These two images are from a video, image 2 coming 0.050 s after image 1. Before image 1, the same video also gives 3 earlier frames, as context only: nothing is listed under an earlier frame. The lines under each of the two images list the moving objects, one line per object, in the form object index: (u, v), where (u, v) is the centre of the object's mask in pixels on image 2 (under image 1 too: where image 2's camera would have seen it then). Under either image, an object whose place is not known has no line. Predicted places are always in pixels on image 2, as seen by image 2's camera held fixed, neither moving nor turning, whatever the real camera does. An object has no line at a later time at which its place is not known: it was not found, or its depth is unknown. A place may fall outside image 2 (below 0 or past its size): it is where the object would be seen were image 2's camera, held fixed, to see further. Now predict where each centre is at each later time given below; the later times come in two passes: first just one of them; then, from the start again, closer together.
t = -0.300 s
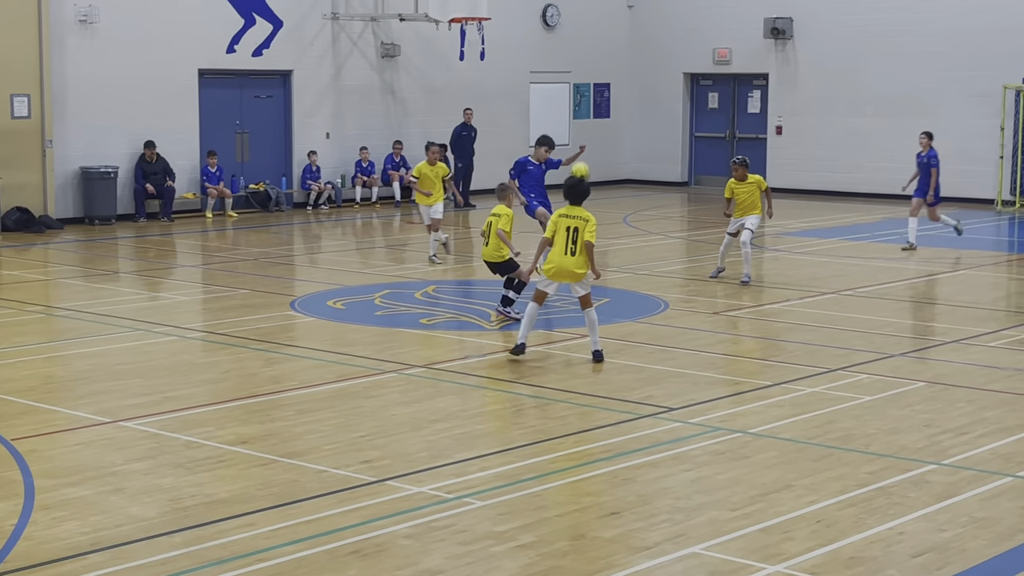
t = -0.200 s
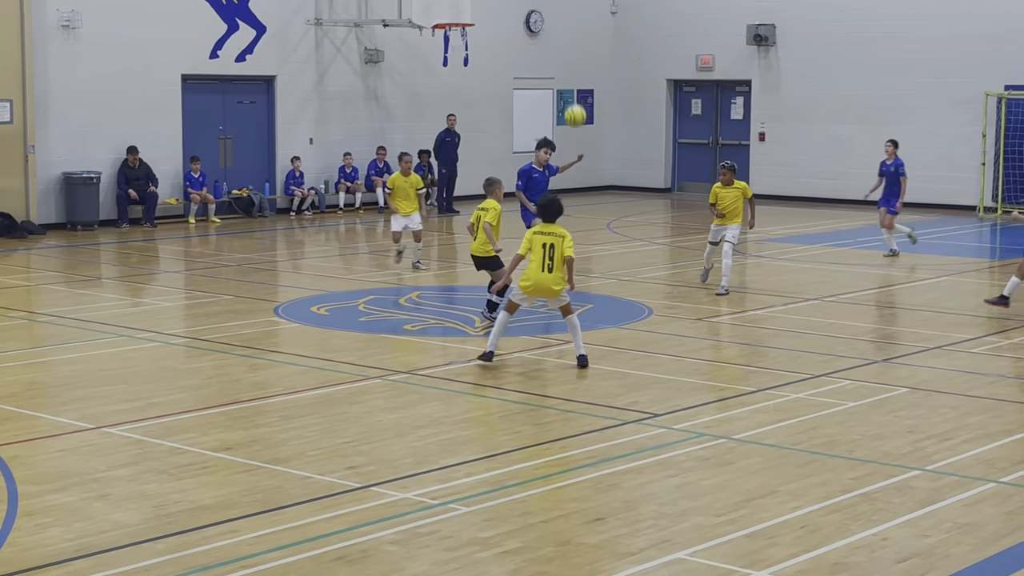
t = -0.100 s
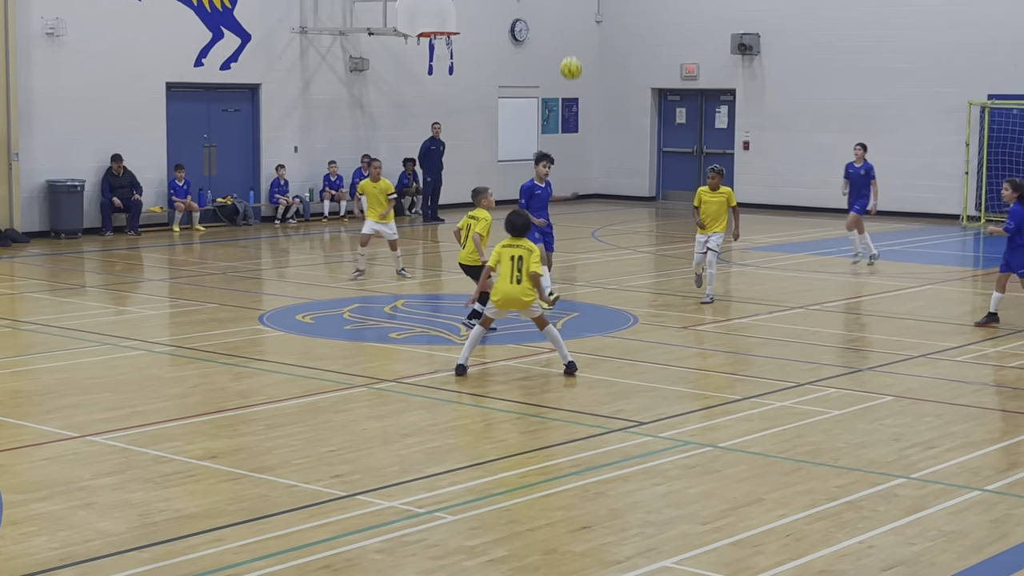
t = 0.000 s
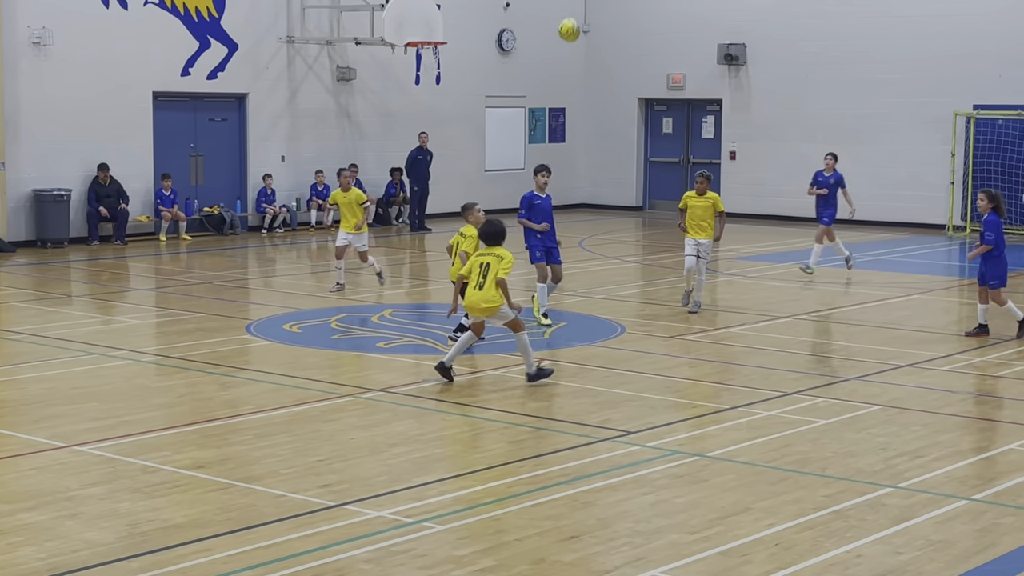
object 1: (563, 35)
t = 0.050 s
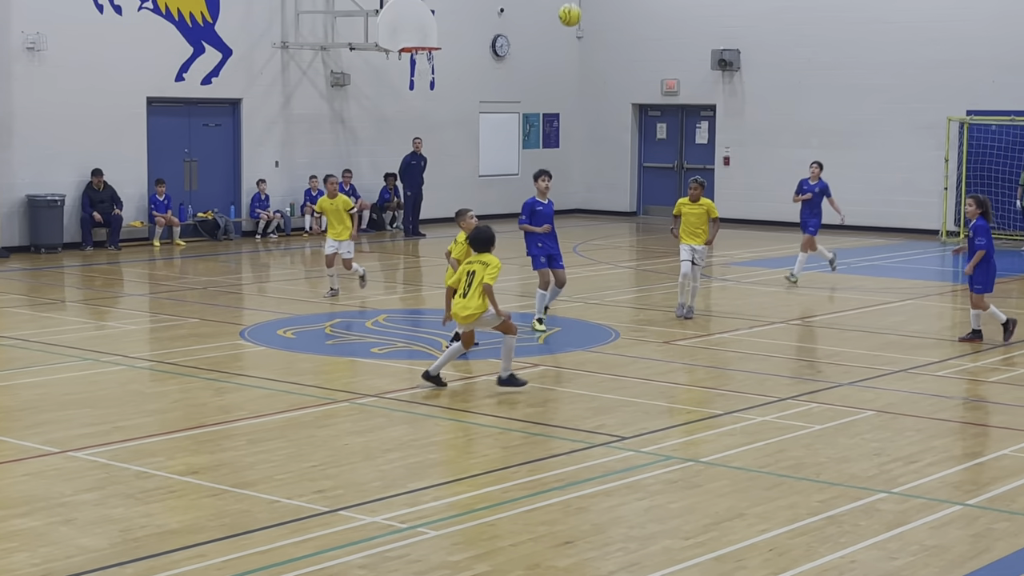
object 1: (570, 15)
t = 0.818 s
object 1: (670, 63)
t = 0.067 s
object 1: (571, 9)
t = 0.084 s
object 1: (573, 4)
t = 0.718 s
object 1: (656, 7)
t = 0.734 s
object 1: (658, 15)
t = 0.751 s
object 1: (660, 24)
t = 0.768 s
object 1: (663, 33)
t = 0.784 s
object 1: (665, 42)
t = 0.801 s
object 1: (668, 52)
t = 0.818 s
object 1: (670, 63)
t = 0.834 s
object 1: (673, 74)
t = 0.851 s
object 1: (675, 85)
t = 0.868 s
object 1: (678, 98)
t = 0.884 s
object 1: (680, 110)
